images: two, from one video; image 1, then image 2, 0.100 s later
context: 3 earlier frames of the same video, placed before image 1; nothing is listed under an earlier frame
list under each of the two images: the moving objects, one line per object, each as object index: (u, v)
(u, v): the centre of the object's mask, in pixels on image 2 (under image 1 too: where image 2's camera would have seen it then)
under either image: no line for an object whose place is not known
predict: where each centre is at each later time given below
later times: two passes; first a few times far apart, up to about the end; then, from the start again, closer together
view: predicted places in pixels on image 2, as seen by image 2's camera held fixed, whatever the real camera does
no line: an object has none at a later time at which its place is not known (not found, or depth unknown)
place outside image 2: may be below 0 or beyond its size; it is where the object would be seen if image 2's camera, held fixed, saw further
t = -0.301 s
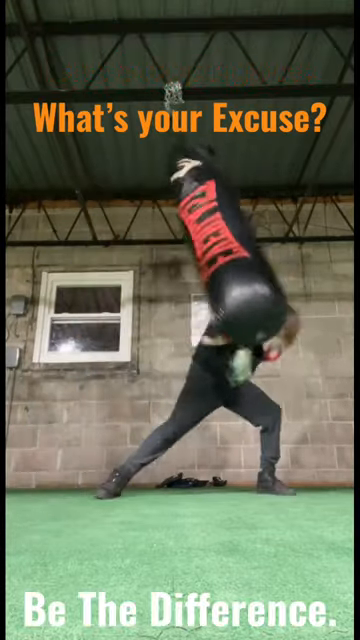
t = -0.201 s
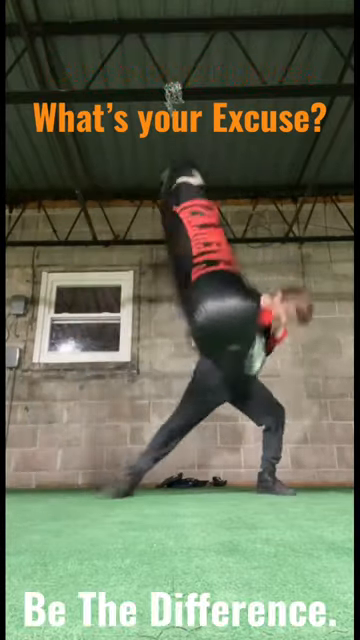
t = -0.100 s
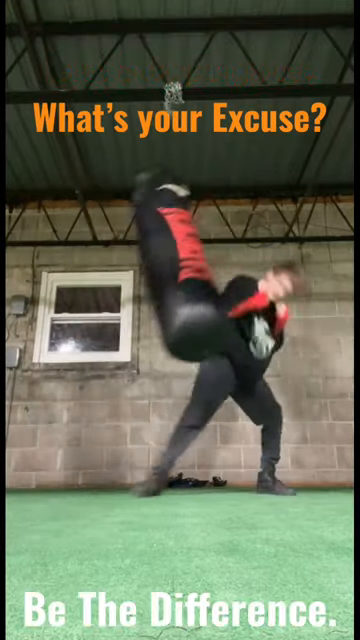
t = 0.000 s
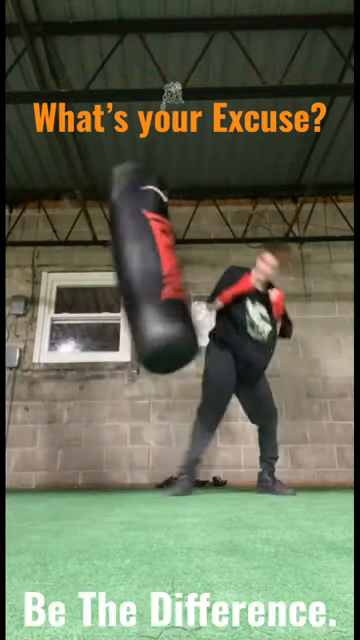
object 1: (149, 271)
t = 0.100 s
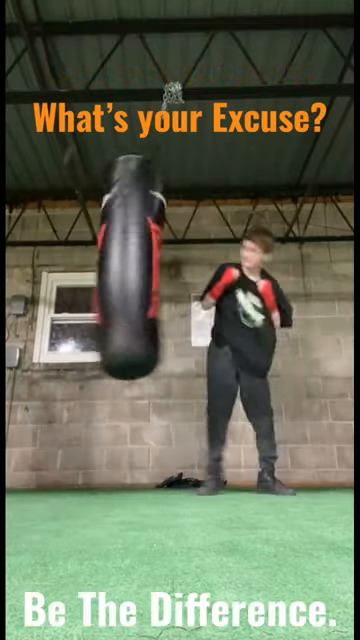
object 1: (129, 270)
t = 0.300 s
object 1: (98, 267)
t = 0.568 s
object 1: (94, 270)
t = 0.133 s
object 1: (124, 270)
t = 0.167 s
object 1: (119, 269)
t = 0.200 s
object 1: (113, 267)
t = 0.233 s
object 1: (108, 267)
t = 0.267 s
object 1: (102, 267)
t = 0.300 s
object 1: (98, 267)
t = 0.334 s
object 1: (95, 265)
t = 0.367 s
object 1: (94, 263)
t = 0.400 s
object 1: (94, 263)
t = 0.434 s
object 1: (93, 263)
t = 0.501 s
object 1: (94, 266)
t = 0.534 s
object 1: (94, 269)
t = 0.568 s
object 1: (94, 270)
